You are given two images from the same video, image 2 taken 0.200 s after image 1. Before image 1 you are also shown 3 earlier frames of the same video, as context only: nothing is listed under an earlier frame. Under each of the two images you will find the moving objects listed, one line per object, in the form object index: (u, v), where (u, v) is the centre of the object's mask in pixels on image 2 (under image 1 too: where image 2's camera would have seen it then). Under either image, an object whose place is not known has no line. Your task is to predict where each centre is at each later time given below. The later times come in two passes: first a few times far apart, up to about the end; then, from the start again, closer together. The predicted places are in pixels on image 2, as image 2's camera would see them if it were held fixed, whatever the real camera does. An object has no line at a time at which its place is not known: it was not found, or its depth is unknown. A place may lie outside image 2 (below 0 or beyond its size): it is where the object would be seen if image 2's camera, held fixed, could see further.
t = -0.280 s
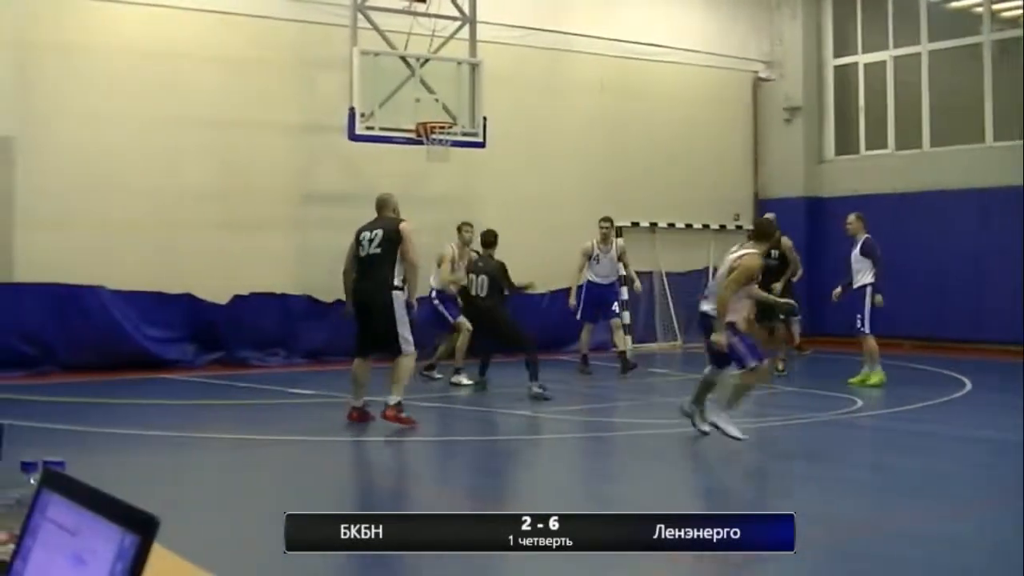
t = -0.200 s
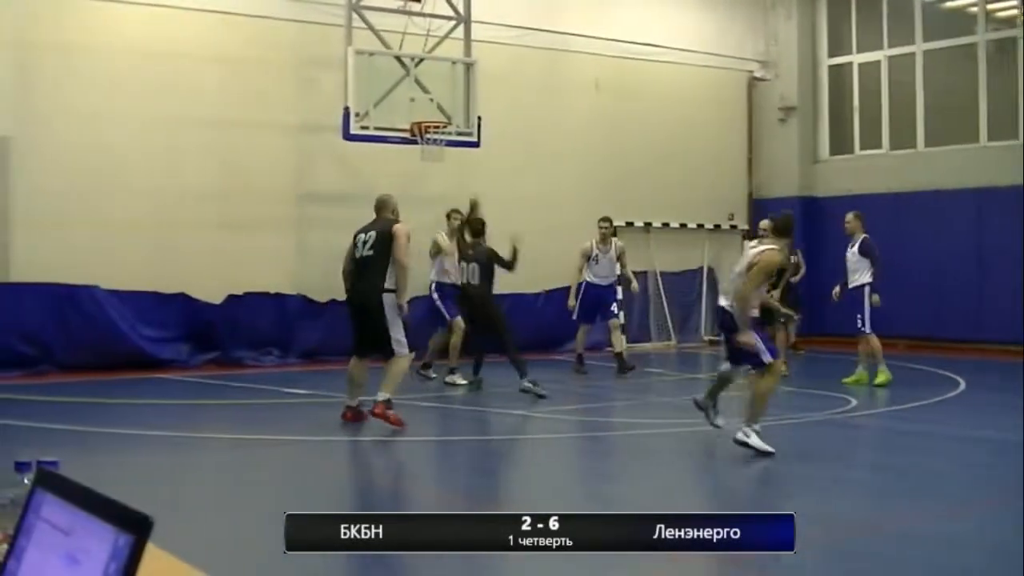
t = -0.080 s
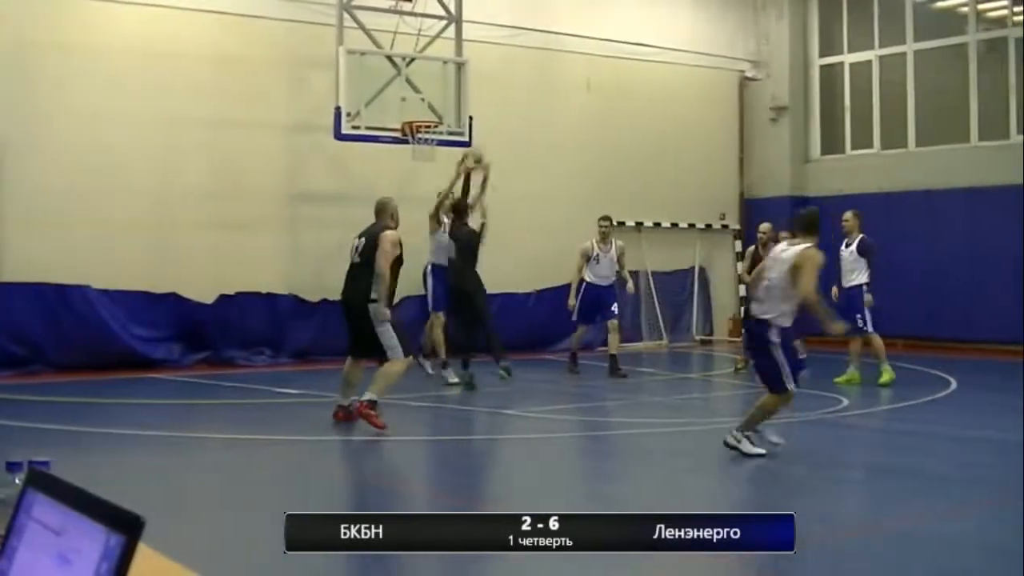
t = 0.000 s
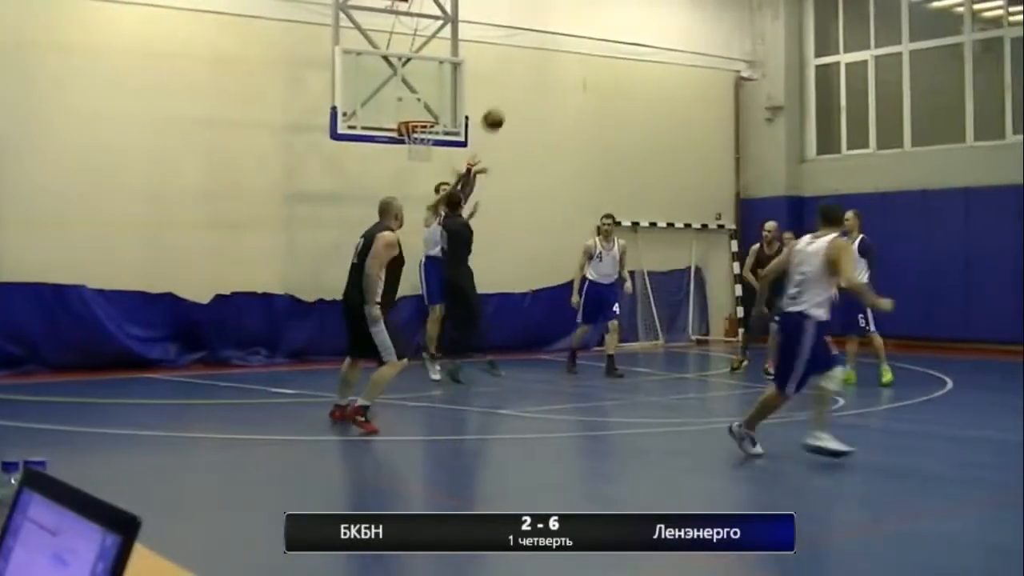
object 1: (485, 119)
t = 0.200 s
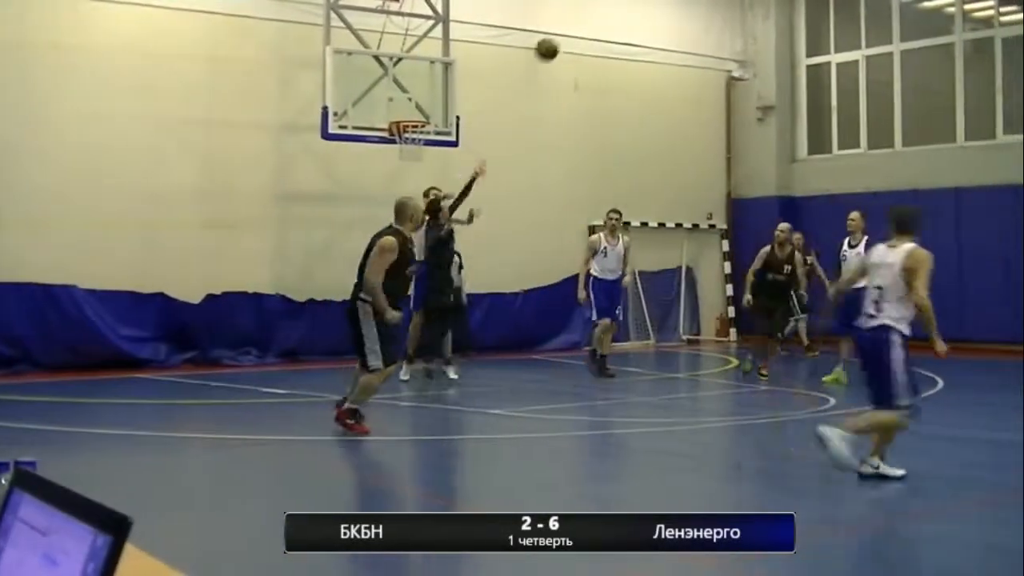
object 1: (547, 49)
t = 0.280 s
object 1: (572, 30)
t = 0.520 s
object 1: (655, 11)
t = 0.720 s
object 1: (730, 41)
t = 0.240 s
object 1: (560, 39)
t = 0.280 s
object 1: (572, 30)
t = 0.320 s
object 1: (586, 23)
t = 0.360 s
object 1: (599, 18)
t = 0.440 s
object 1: (627, 11)
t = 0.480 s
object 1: (641, 11)
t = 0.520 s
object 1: (655, 11)
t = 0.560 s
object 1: (669, 13)
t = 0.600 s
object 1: (684, 17)
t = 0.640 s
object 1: (699, 23)
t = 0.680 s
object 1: (715, 31)
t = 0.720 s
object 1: (730, 41)
